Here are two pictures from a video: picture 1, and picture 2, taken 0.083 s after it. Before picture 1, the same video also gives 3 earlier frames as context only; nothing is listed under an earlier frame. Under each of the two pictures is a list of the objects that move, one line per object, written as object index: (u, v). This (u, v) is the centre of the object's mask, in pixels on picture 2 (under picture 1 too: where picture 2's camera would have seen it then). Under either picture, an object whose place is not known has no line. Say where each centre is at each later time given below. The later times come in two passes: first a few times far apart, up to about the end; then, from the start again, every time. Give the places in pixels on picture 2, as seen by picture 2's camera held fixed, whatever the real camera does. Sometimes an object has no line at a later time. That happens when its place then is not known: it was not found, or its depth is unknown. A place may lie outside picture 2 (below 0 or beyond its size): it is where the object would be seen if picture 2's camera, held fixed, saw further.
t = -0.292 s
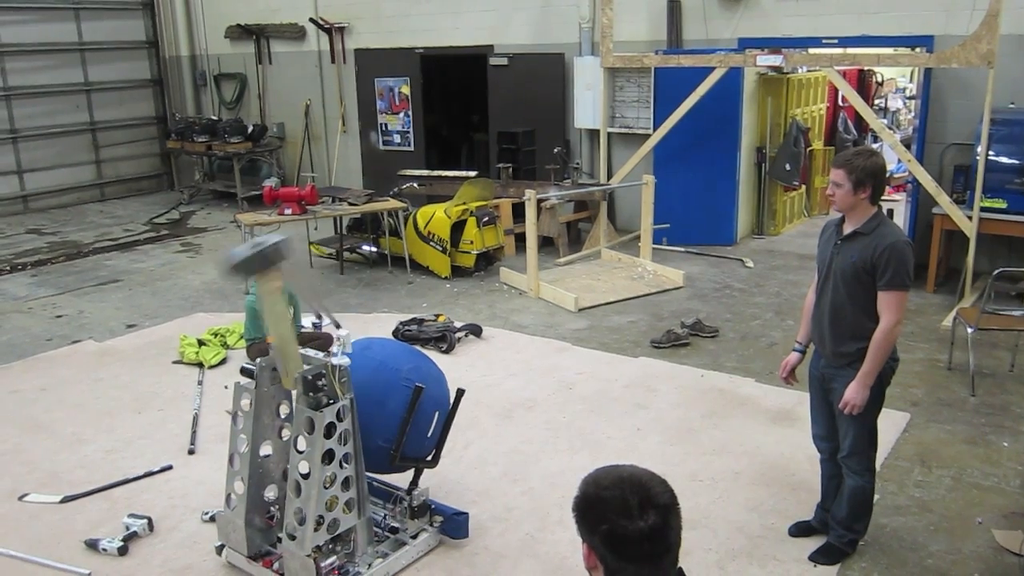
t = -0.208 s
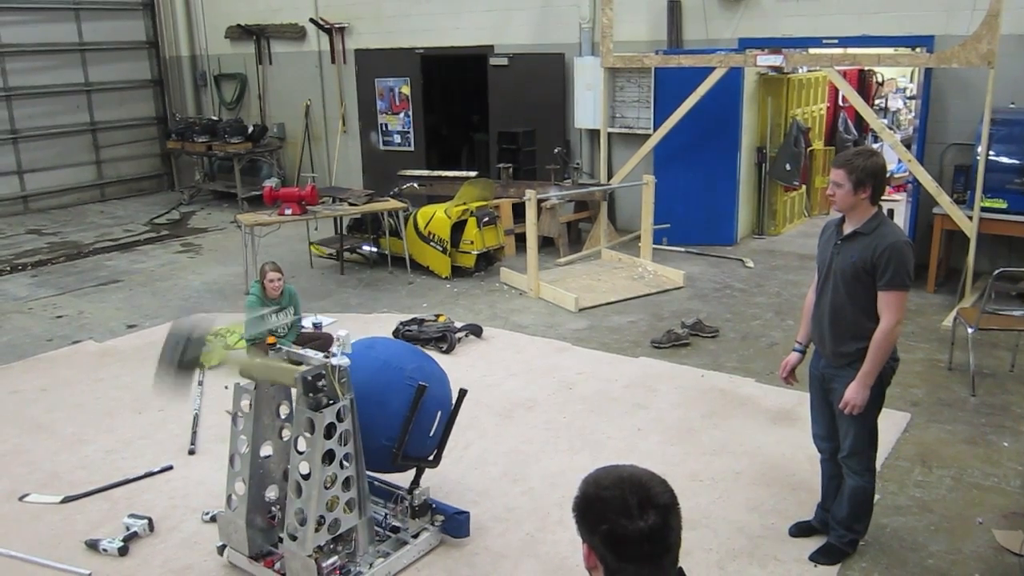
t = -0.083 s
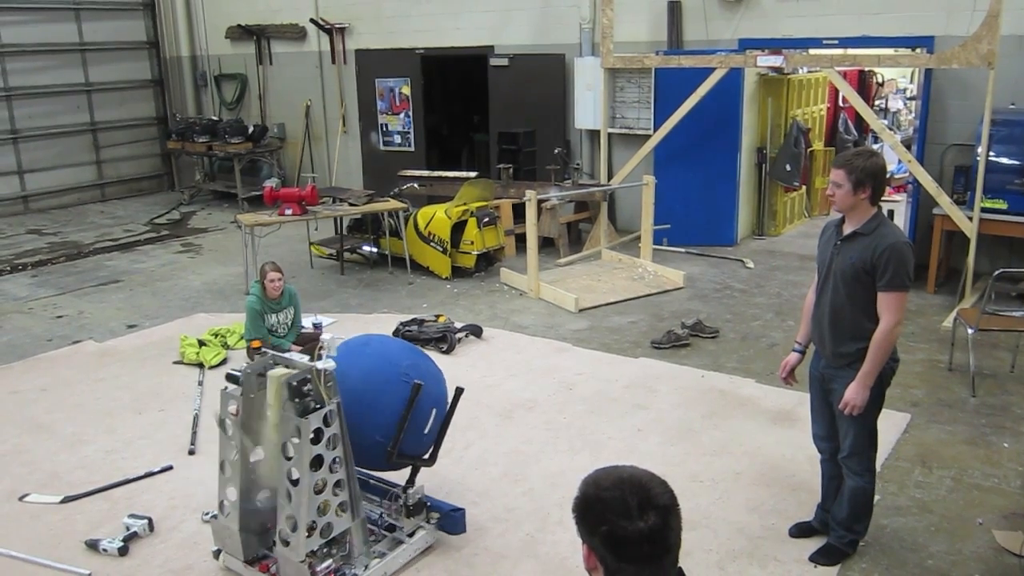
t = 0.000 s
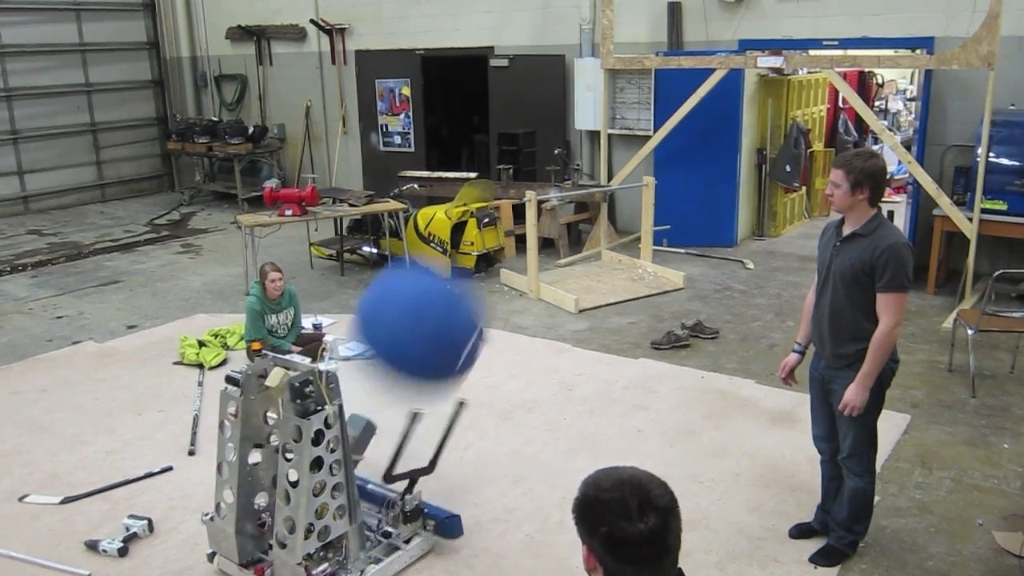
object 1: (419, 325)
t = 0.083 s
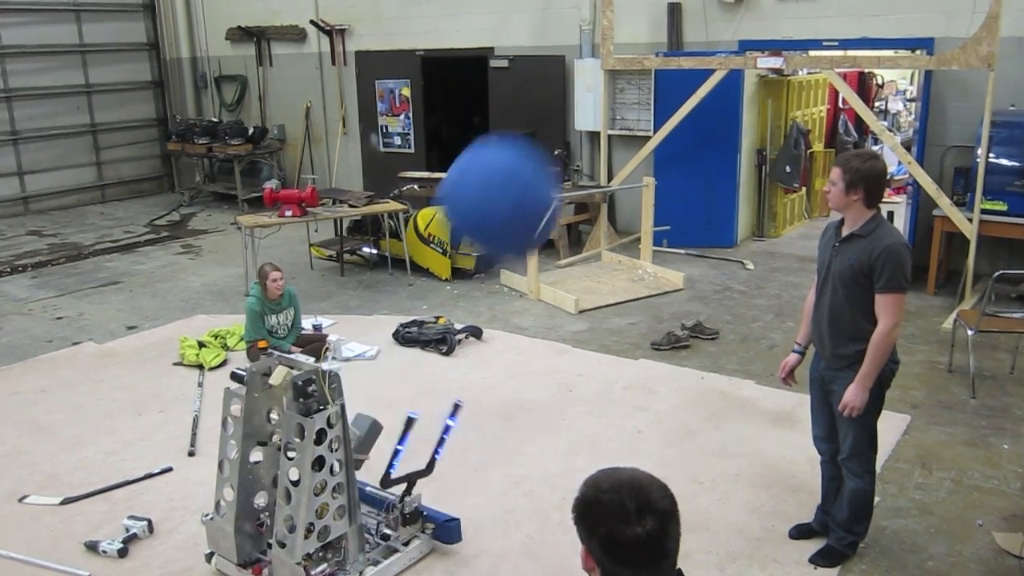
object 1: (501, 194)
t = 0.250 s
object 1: (616, 45)
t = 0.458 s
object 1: (705, 4)
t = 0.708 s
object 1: (763, -5)
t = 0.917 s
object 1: (771, 3)
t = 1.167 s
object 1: (784, -13)
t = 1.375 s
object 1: (787, -4)
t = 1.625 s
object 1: (777, 55)
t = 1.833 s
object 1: (771, 153)
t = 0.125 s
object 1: (532, 147)
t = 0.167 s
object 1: (562, 109)
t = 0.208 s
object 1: (591, 73)
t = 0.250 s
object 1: (616, 45)
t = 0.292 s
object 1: (638, 31)
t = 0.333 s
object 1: (658, 22)
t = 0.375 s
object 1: (675, 14)
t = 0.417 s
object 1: (690, 8)
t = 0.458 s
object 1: (705, 4)
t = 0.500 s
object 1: (718, 1)
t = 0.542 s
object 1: (729, -1)
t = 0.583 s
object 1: (739, -3)
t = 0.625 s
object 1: (749, -5)
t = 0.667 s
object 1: (759, -6)
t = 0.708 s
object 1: (763, -5)
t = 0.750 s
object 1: (764, 4)
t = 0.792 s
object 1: (765, 23)
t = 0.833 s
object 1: (766, 24)
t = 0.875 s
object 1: (768, 13)
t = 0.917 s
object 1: (771, 3)
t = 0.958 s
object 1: (773, -3)
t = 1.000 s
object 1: (776, -7)
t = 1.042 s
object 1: (778, -10)
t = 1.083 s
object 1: (780, -12)
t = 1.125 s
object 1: (782, -13)
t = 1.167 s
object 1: (784, -13)
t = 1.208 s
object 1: (786, -12)
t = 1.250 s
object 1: (788, -11)
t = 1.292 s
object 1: (789, -9)
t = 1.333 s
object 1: (788, -7)
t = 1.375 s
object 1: (787, -4)
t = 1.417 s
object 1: (785, 0)
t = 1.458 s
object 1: (784, 7)
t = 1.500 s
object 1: (783, 18)
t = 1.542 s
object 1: (781, 27)
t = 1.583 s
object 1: (780, 35)
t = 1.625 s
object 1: (777, 55)
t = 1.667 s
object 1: (775, 76)
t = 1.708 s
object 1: (774, 94)
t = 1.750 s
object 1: (772, 109)
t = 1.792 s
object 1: (771, 131)
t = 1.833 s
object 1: (771, 153)
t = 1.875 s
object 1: (768, 173)
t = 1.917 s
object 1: (766, 198)
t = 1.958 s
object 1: (764, 223)
